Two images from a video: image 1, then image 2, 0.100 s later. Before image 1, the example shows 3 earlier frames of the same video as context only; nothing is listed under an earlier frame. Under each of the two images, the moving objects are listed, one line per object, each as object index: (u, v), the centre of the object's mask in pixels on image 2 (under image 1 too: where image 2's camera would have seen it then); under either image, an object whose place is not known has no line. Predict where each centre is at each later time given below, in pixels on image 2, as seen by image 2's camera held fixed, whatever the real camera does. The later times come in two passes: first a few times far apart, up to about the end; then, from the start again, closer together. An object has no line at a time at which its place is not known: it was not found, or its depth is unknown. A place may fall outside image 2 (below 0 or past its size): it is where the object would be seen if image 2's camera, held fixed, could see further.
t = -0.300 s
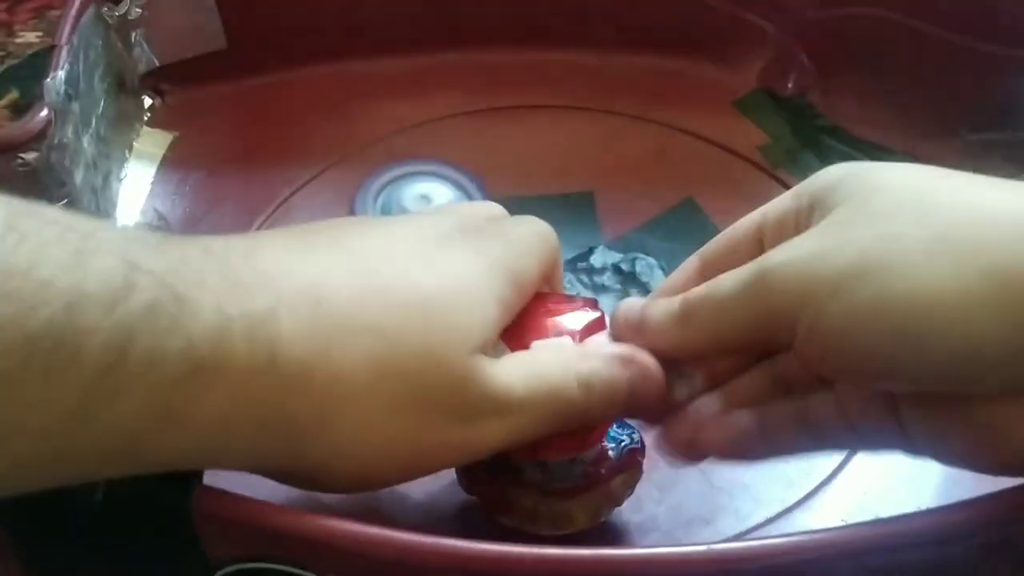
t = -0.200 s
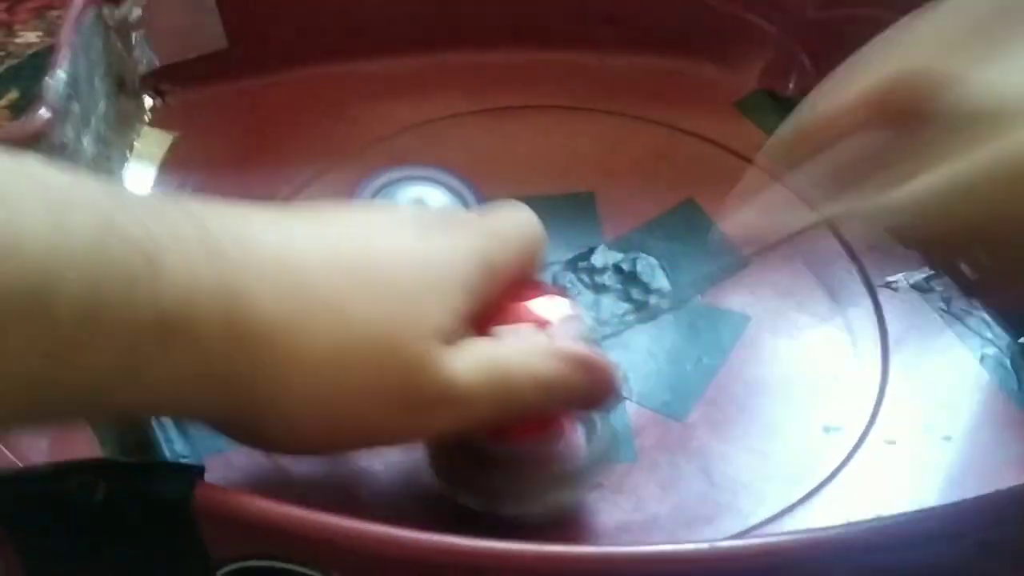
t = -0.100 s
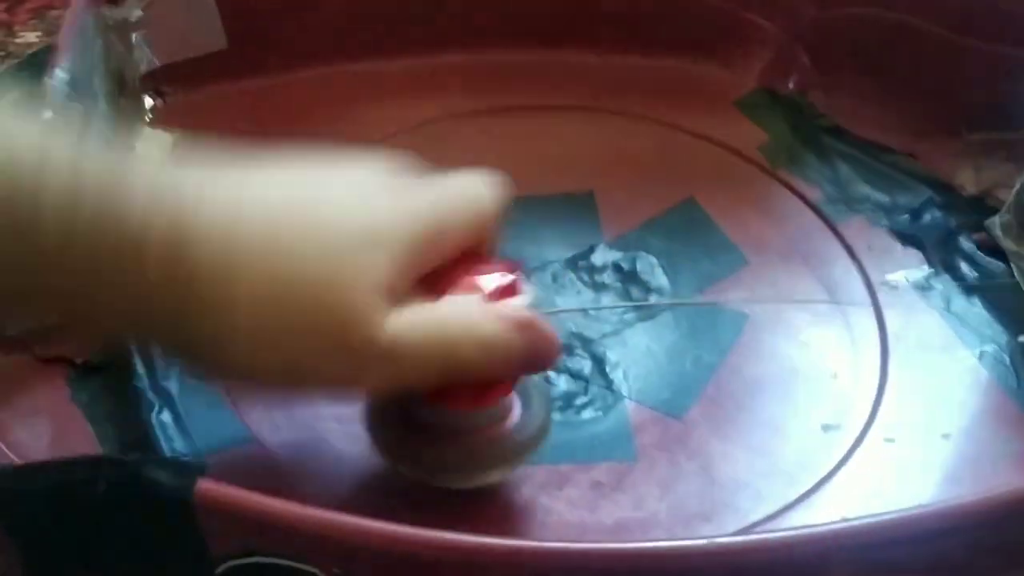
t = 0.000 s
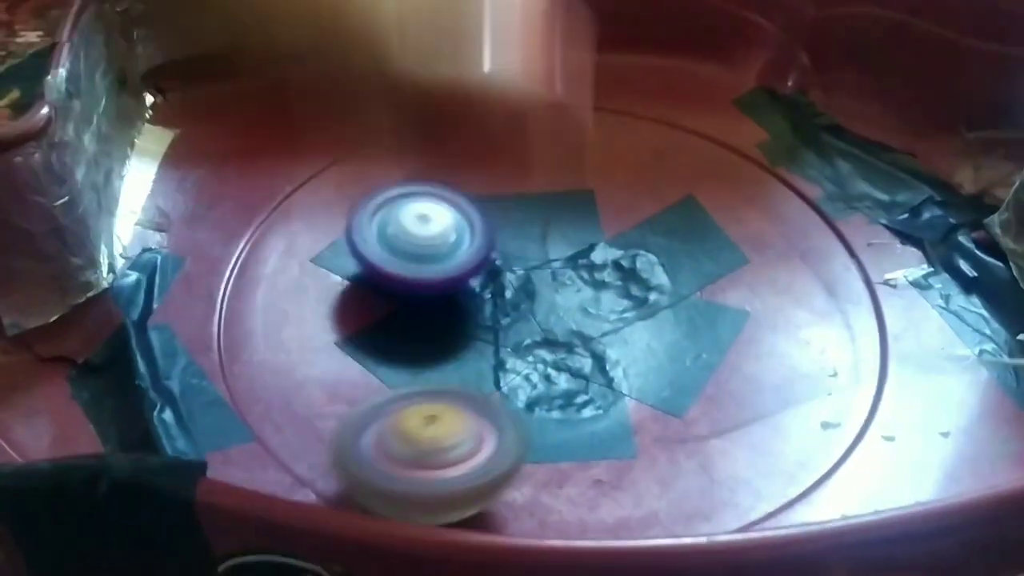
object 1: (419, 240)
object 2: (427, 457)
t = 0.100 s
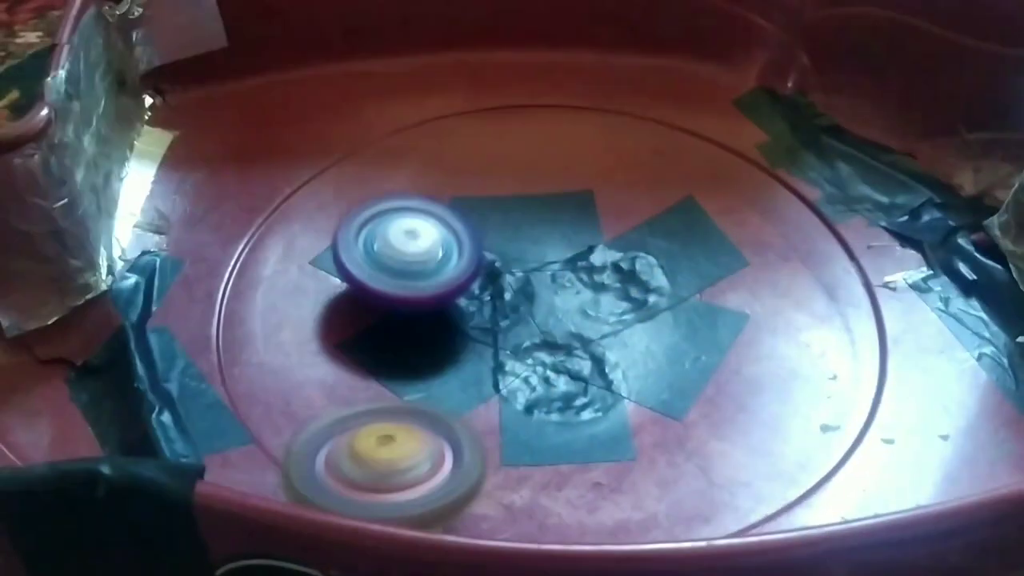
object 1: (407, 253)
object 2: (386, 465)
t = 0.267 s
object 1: (393, 263)
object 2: (414, 437)
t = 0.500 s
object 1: (403, 263)
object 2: (358, 392)
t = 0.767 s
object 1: (435, 280)
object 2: (485, 480)
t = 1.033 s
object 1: (453, 324)
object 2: (601, 195)
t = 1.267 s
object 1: (443, 326)
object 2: (347, 78)
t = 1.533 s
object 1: (482, 344)
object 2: (212, 261)
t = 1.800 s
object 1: (496, 342)
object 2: (736, 462)
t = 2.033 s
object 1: (532, 337)
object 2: (792, 158)
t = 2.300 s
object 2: (185, 114)
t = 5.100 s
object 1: (765, 399)
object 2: (356, 106)
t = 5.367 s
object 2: (326, 80)
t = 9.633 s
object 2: (605, 244)
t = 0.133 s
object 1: (403, 255)
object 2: (388, 465)
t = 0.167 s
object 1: (399, 260)
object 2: (394, 459)
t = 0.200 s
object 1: (397, 260)
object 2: (403, 454)
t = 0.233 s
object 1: (396, 262)
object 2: (410, 446)
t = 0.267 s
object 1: (393, 263)
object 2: (414, 437)
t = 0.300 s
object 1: (392, 264)
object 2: (415, 428)
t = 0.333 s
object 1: (391, 265)
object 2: (414, 419)
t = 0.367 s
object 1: (392, 265)
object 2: (409, 410)
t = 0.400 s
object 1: (393, 265)
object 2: (402, 401)
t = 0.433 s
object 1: (394, 266)
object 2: (391, 391)
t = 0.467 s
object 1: (397, 269)
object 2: (378, 382)
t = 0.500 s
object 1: (403, 263)
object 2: (358, 392)
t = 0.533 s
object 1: (410, 257)
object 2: (334, 408)
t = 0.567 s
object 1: (417, 257)
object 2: (316, 429)
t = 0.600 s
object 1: (418, 259)
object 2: (315, 439)
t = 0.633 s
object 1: (418, 267)
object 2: (328, 447)
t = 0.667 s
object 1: (422, 273)
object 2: (351, 460)
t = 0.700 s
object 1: (428, 277)
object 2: (381, 470)
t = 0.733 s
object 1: (432, 279)
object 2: (425, 479)
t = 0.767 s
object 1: (435, 280)
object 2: (485, 480)
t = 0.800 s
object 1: (436, 281)
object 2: (538, 471)
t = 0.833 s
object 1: (438, 283)
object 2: (583, 446)
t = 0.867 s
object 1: (444, 286)
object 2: (616, 406)
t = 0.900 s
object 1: (448, 295)
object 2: (634, 361)
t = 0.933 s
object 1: (452, 302)
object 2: (641, 314)
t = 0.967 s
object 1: (453, 309)
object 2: (636, 269)
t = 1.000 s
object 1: (453, 316)
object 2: (622, 228)
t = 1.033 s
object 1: (453, 324)
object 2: (601, 195)
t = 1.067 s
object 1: (452, 329)
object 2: (574, 162)
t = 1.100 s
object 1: (447, 332)
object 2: (542, 132)
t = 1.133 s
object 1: (444, 332)
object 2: (506, 107)
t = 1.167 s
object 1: (442, 329)
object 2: (470, 87)
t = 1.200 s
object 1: (443, 327)
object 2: (431, 74)
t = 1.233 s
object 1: (442, 328)
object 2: (390, 70)
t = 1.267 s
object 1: (443, 326)
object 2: (347, 78)
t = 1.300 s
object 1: (446, 326)
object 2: (296, 87)
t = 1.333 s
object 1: (449, 326)
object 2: (235, 98)
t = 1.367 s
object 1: (458, 327)
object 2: (189, 109)
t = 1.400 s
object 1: (468, 328)
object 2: (196, 120)
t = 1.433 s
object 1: (473, 334)
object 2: (208, 155)
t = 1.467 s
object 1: (477, 338)
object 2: (215, 190)
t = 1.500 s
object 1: (480, 341)
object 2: (214, 220)
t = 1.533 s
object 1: (482, 344)
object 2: (212, 261)
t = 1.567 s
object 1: (484, 346)
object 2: (213, 302)
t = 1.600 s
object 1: (485, 346)
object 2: (231, 344)
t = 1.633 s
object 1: (482, 346)
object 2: (272, 393)
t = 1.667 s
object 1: (482, 346)
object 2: (329, 431)
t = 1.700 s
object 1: (486, 342)
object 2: (413, 455)
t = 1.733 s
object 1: (487, 341)
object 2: (512, 470)
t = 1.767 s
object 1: (492, 343)
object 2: (630, 474)
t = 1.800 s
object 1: (496, 342)
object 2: (736, 462)
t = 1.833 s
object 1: (498, 344)
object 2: (825, 433)
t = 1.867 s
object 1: (499, 347)
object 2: (896, 386)
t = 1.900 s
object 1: (501, 349)
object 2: (940, 337)
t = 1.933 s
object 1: (508, 350)
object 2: (955, 288)
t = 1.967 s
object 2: (934, 236)
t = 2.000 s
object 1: (522, 342)
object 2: (862, 185)
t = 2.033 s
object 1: (532, 337)
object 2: (792, 158)
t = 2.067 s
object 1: (540, 329)
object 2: (716, 125)
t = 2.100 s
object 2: (640, 98)
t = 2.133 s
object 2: (560, 77)
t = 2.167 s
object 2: (479, 62)
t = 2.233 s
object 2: (299, 86)
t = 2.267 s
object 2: (218, 100)
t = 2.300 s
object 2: (185, 114)
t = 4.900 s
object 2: (313, 221)
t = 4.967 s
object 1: (557, 487)
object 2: (332, 158)
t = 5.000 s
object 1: (627, 475)
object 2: (339, 136)
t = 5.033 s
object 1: (682, 451)
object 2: (347, 122)
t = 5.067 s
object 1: (727, 433)
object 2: (353, 114)
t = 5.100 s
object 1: (765, 399)
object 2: (356, 106)
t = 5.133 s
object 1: (794, 373)
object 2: (357, 99)
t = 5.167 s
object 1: (810, 350)
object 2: (355, 92)
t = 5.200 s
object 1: (830, 314)
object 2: (355, 85)
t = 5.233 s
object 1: (842, 290)
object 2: (351, 78)
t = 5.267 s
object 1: (852, 268)
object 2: (346, 71)
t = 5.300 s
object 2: (338, 67)
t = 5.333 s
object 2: (332, 74)
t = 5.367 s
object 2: (326, 80)
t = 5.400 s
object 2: (322, 89)
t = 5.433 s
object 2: (319, 102)
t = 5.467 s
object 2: (320, 119)
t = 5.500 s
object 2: (328, 137)
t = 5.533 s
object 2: (340, 162)
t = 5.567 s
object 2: (358, 186)
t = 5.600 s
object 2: (380, 213)
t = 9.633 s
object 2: (605, 244)
